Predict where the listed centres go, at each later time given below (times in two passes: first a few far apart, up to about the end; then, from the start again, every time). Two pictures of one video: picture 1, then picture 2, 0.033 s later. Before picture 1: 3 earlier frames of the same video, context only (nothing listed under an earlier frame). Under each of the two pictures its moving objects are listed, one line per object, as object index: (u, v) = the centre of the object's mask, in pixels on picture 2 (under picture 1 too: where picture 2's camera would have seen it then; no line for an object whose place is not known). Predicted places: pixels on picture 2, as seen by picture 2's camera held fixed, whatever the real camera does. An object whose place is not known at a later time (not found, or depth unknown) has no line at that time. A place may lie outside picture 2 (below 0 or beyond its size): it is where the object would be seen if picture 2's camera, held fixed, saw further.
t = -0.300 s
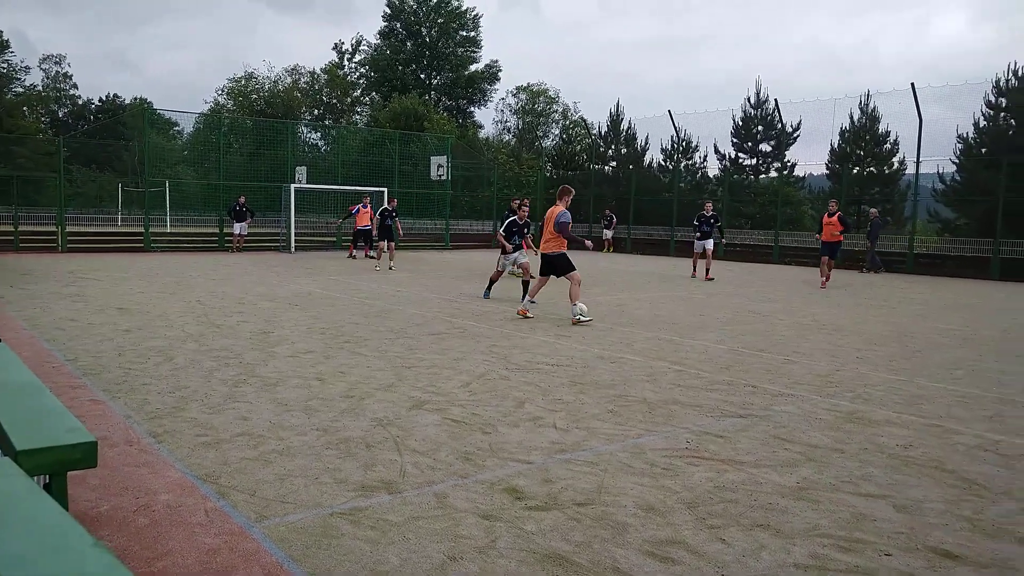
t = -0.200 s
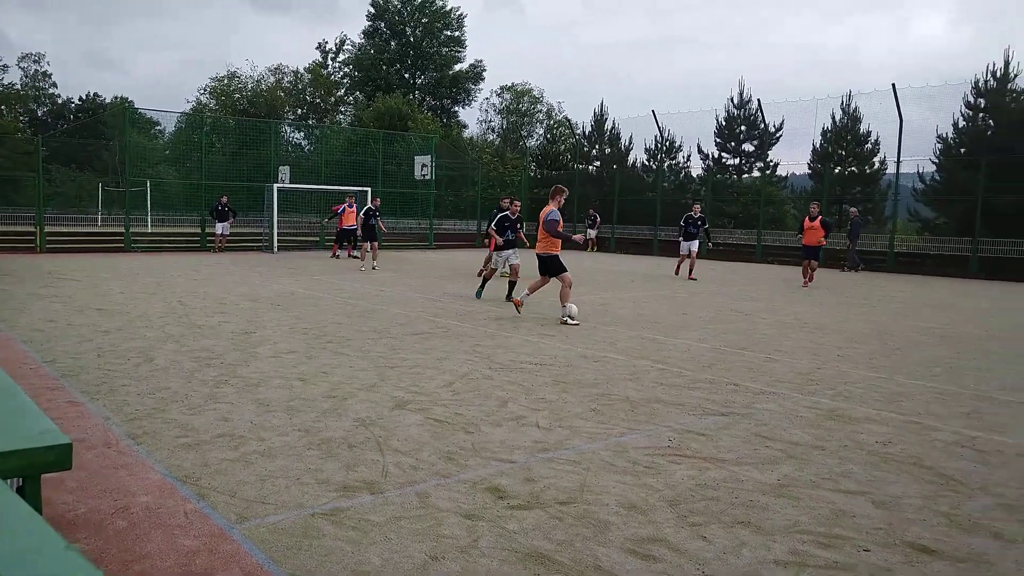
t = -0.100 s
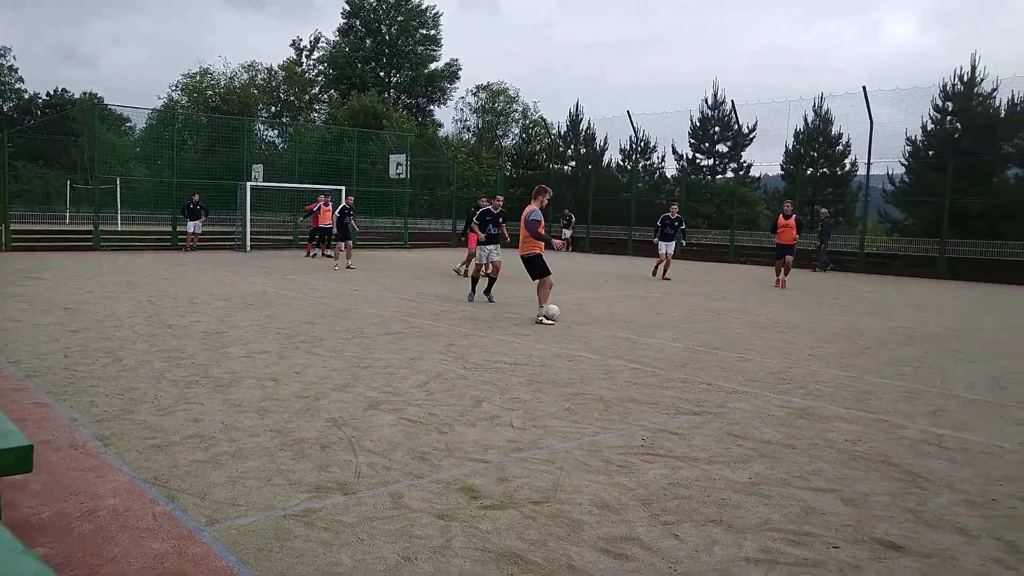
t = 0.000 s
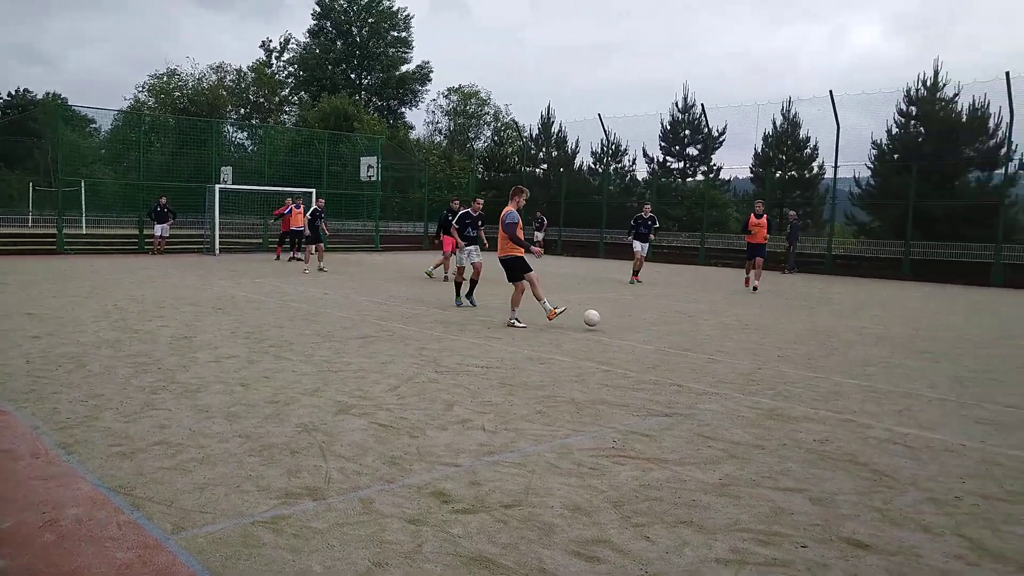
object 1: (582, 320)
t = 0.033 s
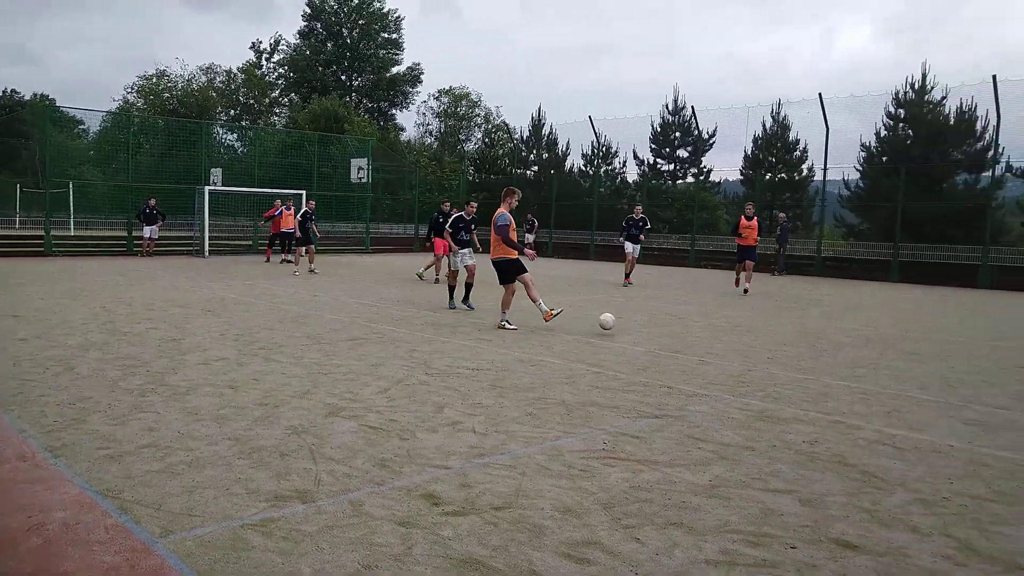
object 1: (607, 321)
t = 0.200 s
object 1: (737, 336)
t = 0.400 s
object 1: (900, 353)
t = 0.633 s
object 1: (1100, 374)
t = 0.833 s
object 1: (1294, 395)
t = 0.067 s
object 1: (632, 324)
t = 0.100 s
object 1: (659, 328)
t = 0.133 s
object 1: (686, 334)
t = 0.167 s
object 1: (711, 335)
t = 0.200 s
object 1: (737, 336)
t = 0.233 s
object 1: (763, 337)
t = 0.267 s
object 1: (790, 340)
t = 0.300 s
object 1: (817, 344)
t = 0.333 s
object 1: (846, 350)
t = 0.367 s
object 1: (873, 352)
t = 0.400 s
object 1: (900, 353)
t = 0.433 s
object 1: (928, 355)
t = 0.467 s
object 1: (957, 359)
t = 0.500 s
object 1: (986, 364)
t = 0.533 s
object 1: (1014, 367)
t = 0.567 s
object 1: (1042, 368)
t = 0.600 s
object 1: (1071, 370)
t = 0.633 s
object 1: (1100, 374)
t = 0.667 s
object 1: (1129, 379)
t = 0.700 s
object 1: (1161, 382)
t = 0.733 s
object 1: (1192, 386)
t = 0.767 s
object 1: (1225, 388)
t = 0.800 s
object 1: (1259, 391)
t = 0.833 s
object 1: (1294, 395)
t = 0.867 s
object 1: (1329, 400)
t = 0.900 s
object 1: (1366, 402)
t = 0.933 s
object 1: (1404, 406)
